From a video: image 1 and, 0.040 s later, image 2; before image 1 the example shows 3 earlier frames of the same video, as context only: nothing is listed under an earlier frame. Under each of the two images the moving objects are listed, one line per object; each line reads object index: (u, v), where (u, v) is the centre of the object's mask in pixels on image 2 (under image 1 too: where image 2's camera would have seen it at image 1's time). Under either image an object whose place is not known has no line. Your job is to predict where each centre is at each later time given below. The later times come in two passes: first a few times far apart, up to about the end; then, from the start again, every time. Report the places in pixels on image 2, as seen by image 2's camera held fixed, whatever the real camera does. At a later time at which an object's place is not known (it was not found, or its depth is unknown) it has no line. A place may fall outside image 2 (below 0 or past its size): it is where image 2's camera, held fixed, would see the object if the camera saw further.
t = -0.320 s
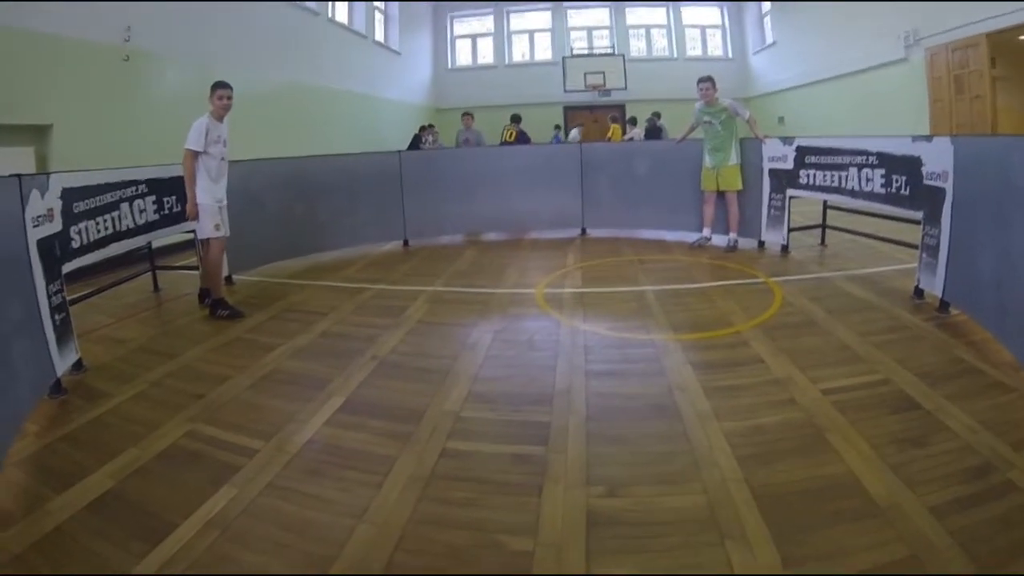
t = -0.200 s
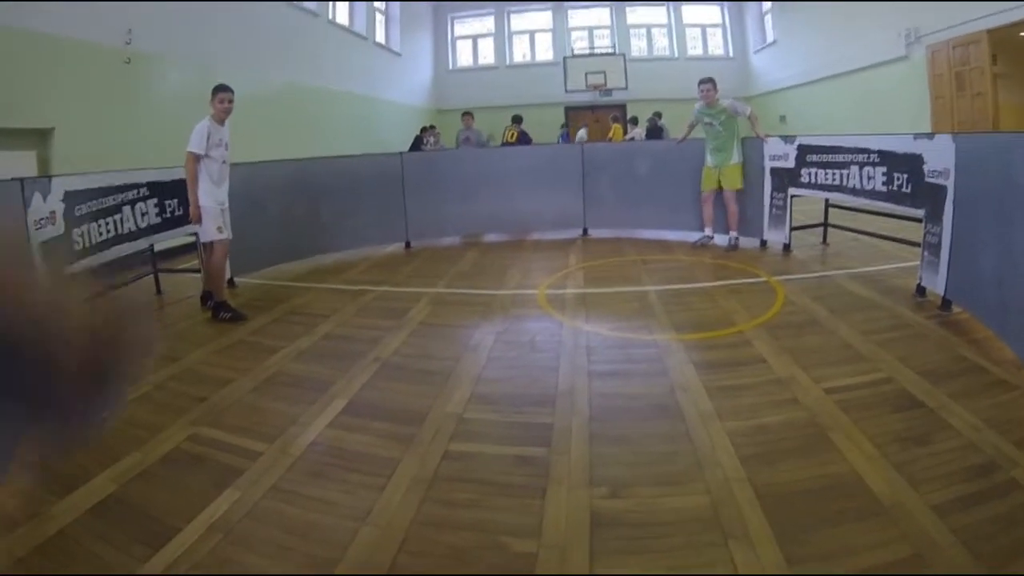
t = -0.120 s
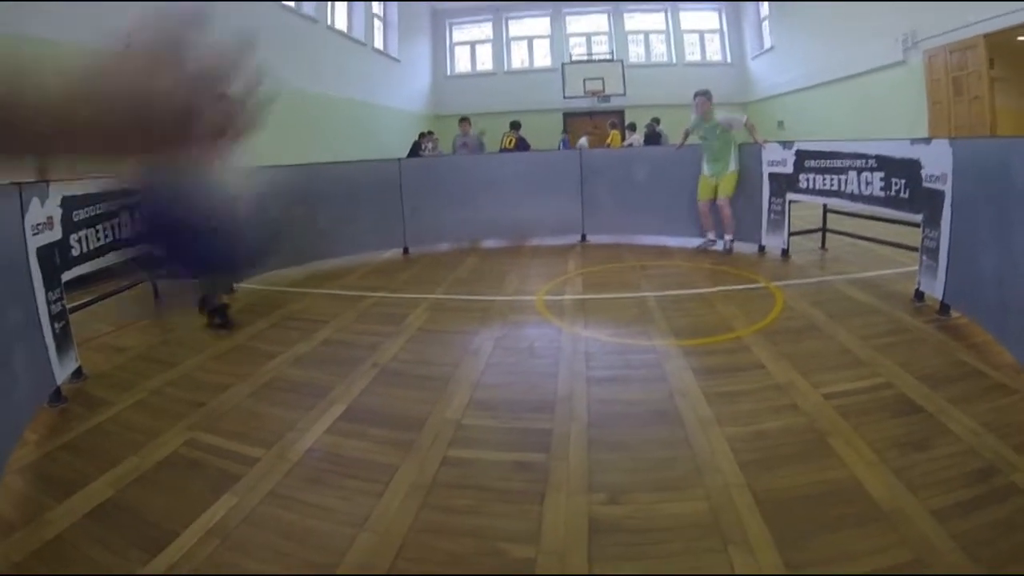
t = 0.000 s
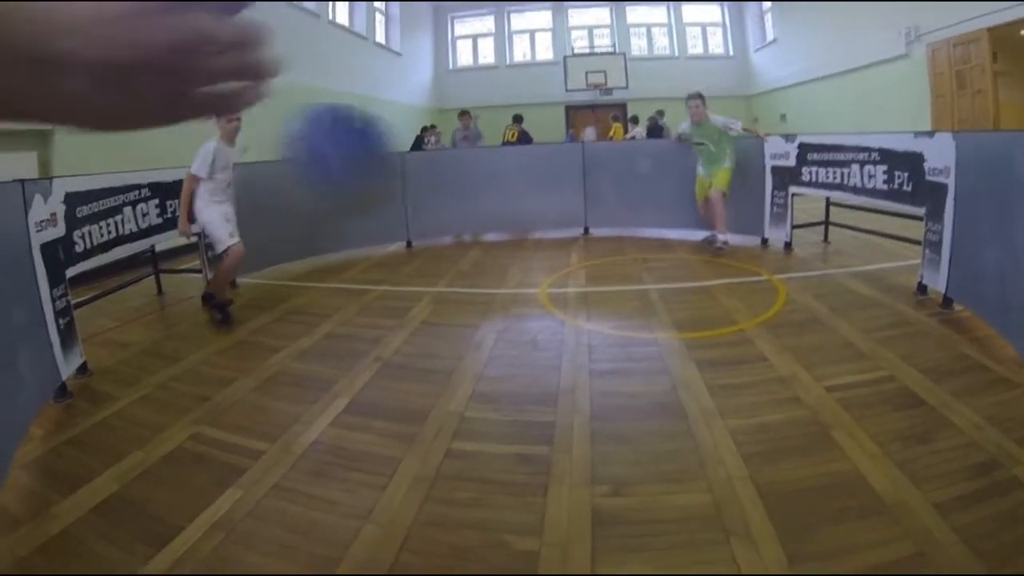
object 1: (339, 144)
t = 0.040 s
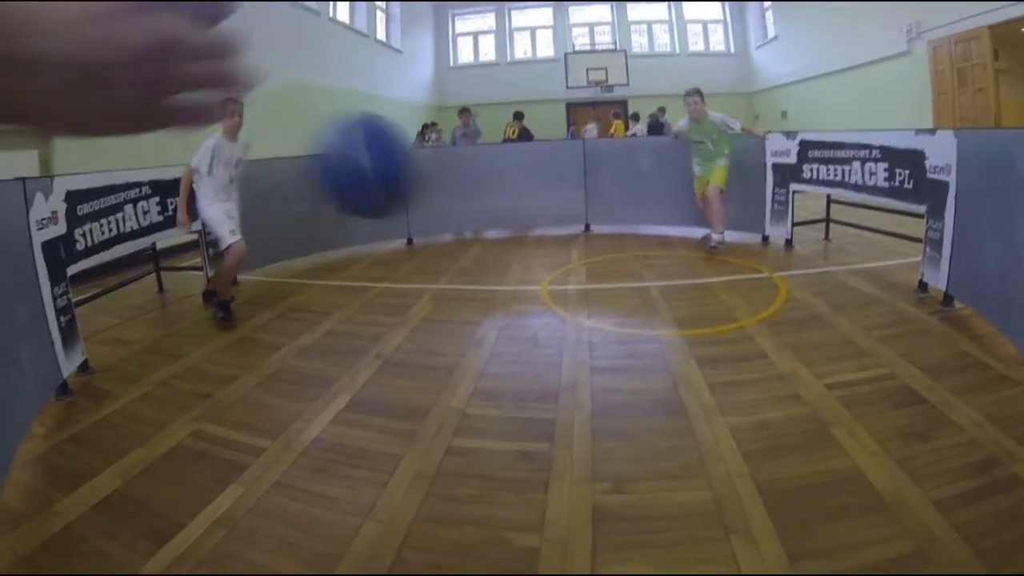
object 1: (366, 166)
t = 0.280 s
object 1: (481, 278)
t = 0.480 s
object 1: (512, 329)
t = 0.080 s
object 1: (394, 180)
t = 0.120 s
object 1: (415, 188)
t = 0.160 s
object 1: (430, 204)
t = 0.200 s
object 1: (452, 237)
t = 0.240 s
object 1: (468, 260)
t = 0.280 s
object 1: (481, 278)
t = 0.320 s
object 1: (494, 311)
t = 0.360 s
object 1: (502, 331)
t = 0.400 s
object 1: (511, 355)
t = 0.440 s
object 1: (512, 346)
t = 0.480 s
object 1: (512, 329)
